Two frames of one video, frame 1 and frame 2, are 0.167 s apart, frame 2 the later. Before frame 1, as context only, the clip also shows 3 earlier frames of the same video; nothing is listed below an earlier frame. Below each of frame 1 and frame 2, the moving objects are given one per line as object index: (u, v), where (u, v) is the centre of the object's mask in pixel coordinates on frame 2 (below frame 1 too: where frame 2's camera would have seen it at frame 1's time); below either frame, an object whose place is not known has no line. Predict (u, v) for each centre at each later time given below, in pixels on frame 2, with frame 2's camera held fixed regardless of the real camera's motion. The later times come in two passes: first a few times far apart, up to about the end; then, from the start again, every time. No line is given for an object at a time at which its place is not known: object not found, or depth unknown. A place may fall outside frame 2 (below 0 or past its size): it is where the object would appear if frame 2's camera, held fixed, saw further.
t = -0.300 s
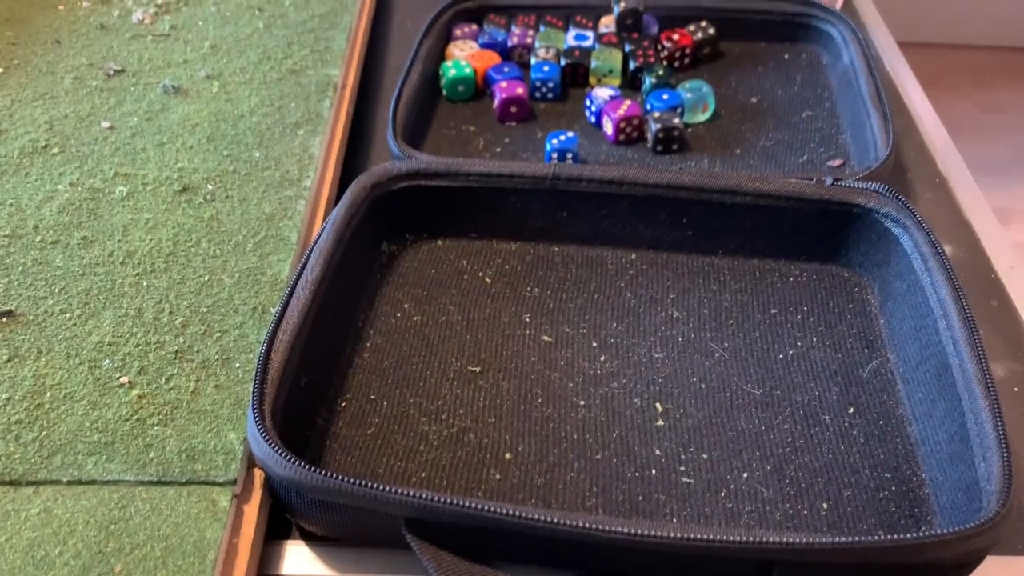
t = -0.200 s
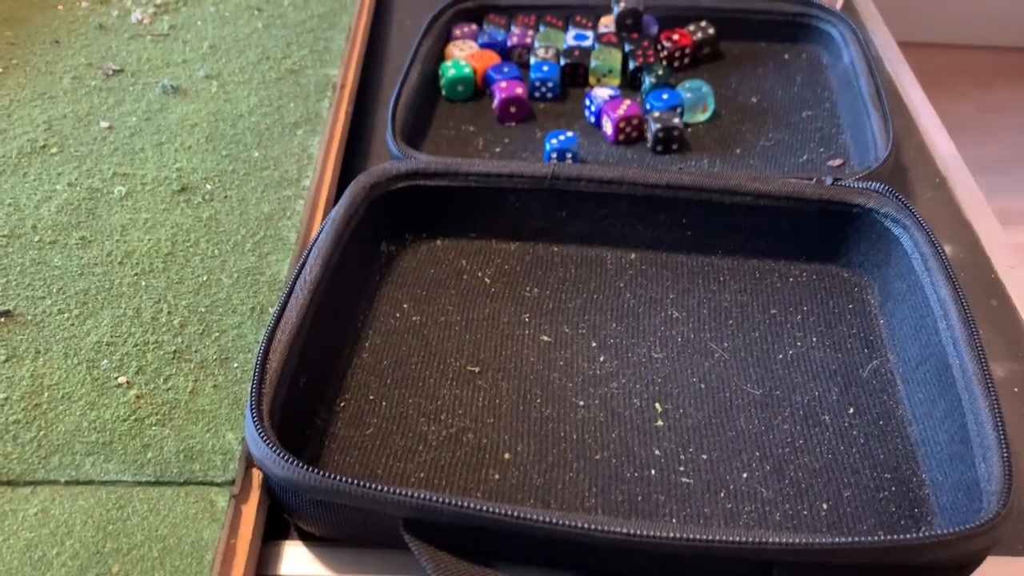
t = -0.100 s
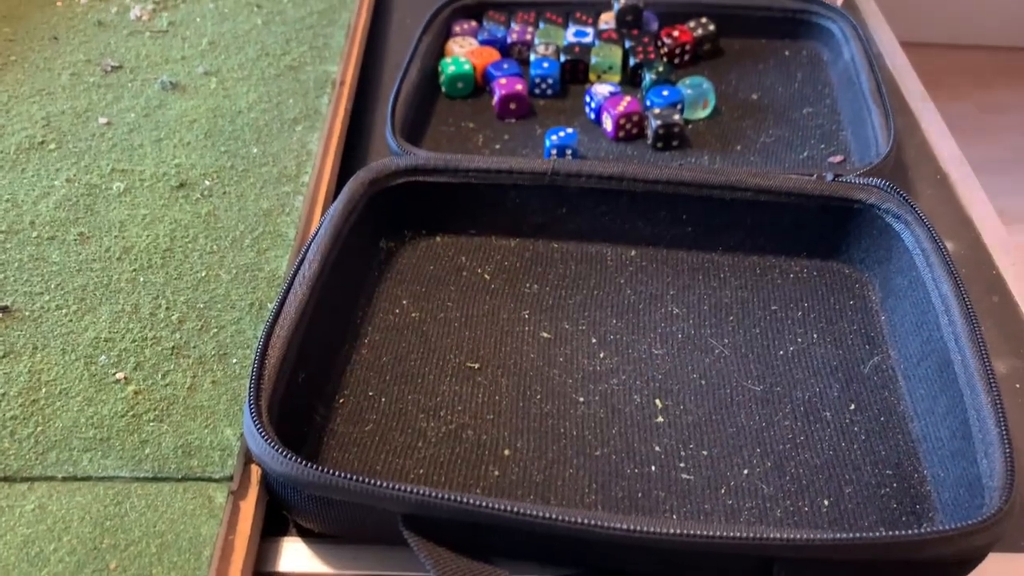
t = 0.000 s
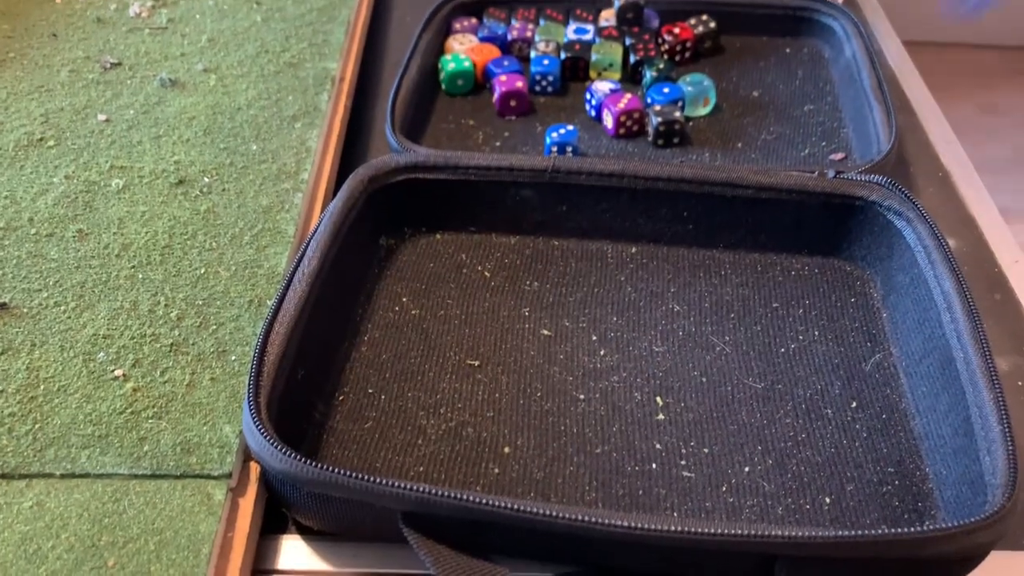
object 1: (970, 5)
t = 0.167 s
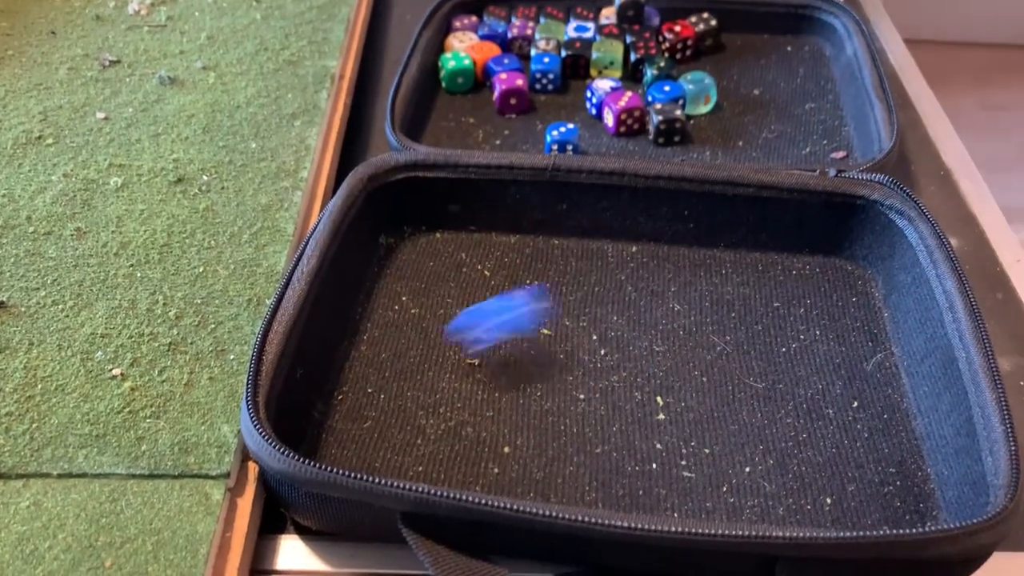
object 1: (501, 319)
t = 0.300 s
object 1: (372, 411)
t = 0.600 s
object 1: (384, 459)
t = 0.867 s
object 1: (383, 462)
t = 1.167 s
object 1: (382, 461)
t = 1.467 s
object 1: (383, 463)
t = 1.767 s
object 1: (382, 463)
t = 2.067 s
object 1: (382, 464)
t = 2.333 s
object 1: (382, 464)
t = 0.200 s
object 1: (417, 358)
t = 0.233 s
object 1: (350, 371)
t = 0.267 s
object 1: (355, 381)
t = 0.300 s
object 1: (372, 411)
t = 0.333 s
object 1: (388, 443)
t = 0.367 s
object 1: (392, 453)
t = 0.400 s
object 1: (392, 462)
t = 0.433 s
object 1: (386, 468)
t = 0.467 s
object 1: (379, 466)
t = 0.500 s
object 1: (379, 461)
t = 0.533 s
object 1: (383, 459)
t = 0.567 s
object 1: (385, 458)
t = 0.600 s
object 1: (384, 459)
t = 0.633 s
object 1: (382, 462)
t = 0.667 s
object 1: (382, 464)
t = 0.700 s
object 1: (383, 461)
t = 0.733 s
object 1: (383, 462)
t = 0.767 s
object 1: (383, 462)
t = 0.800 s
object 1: (383, 462)
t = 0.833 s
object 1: (382, 462)
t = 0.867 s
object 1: (383, 462)
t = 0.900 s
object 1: (383, 462)
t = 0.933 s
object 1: (383, 462)
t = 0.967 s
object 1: (382, 462)
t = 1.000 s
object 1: (383, 462)
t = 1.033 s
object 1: (382, 462)
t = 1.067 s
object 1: (382, 462)
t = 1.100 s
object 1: (383, 462)
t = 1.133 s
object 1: (382, 461)
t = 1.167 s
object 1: (382, 461)
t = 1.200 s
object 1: (383, 462)
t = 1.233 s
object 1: (383, 462)
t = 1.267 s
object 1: (383, 462)
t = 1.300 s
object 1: (383, 462)
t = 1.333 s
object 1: (383, 462)
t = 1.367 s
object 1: (382, 462)
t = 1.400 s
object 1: (382, 462)
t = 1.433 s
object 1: (382, 462)
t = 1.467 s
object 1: (383, 463)
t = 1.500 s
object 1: (383, 463)
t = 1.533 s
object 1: (382, 463)
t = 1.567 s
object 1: (382, 463)
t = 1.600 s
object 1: (382, 463)
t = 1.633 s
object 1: (382, 463)
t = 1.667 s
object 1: (382, 463)
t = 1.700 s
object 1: (382, 463)
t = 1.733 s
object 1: (382, 463)
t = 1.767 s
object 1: (382, 463)
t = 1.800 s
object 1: (382, 463)
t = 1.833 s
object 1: (382, 463)
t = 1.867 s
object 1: (382, 463)
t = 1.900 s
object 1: (382, 463)
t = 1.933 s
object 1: (382, 464)
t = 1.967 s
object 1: (382, 464)
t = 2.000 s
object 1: (382, 464)
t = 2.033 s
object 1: (382, 464)
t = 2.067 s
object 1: (382, 464)
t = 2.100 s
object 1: (382, 464)
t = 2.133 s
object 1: (382, 464)
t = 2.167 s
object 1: (382, 464)
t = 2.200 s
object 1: (382, 464)
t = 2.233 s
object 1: (382, 464)
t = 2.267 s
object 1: (381, 464)
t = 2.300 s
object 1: (382, 464)
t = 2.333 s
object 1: (382, 464)
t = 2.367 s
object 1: (382, 464)
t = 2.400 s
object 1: (382, 464)
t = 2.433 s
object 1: (381, 464)
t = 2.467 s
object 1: (382, 464)
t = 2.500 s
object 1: (382, 464)
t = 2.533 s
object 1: (381, 464)
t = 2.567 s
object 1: (382, 464)
